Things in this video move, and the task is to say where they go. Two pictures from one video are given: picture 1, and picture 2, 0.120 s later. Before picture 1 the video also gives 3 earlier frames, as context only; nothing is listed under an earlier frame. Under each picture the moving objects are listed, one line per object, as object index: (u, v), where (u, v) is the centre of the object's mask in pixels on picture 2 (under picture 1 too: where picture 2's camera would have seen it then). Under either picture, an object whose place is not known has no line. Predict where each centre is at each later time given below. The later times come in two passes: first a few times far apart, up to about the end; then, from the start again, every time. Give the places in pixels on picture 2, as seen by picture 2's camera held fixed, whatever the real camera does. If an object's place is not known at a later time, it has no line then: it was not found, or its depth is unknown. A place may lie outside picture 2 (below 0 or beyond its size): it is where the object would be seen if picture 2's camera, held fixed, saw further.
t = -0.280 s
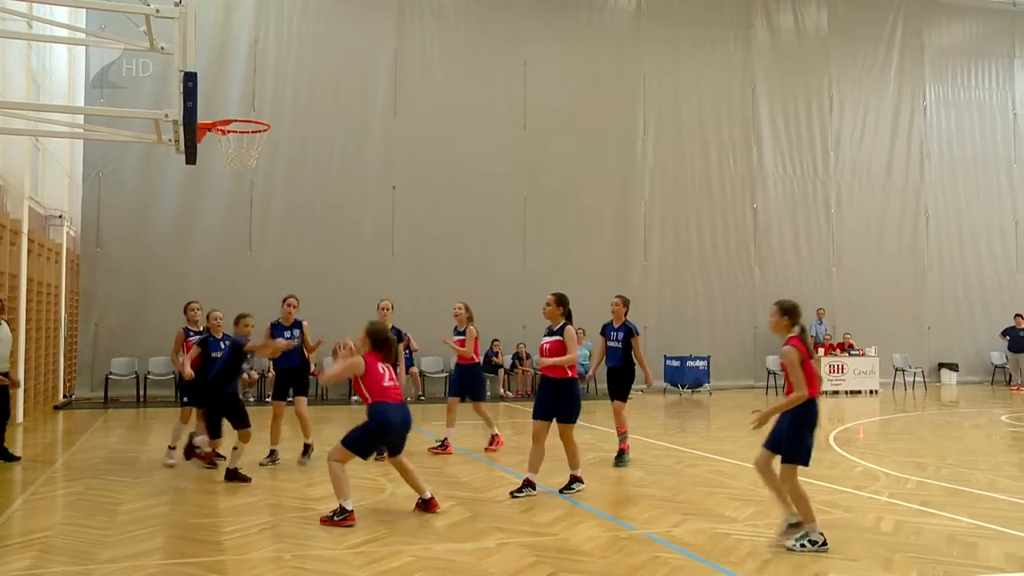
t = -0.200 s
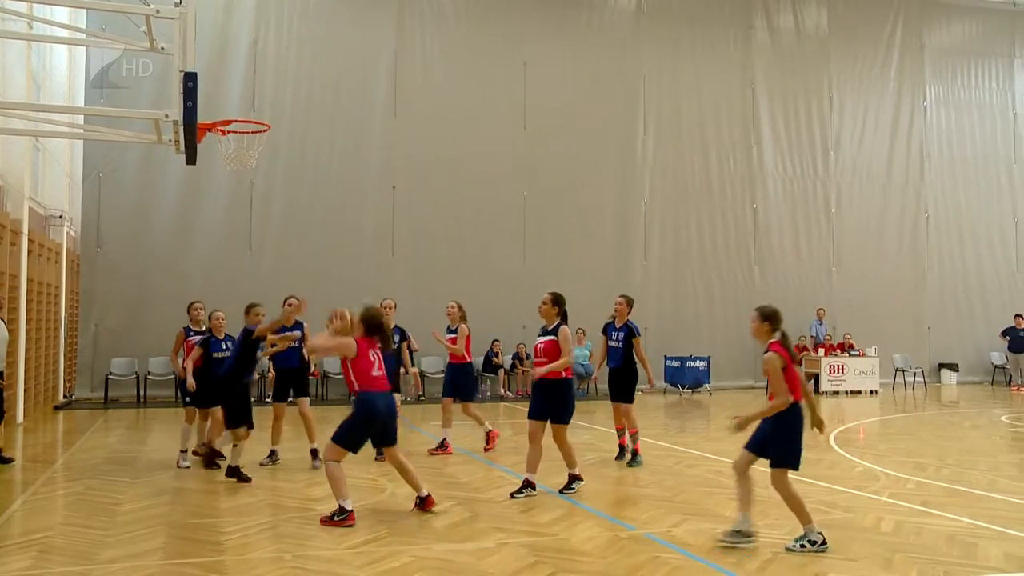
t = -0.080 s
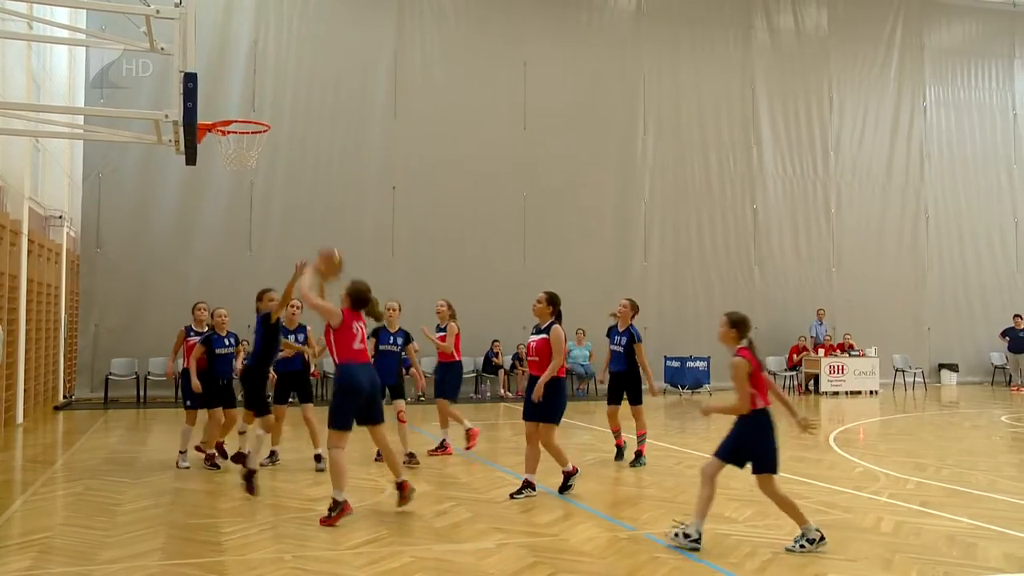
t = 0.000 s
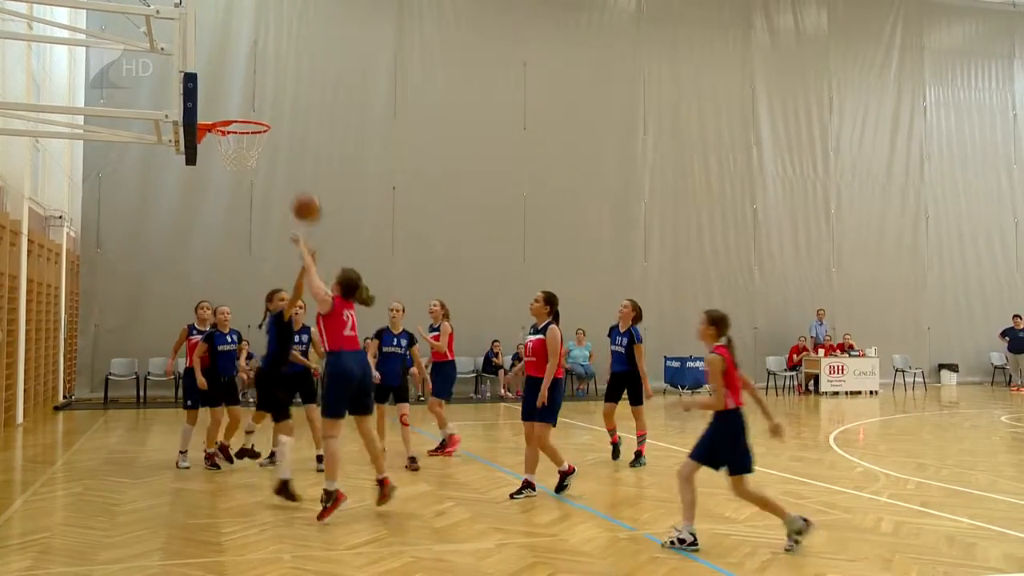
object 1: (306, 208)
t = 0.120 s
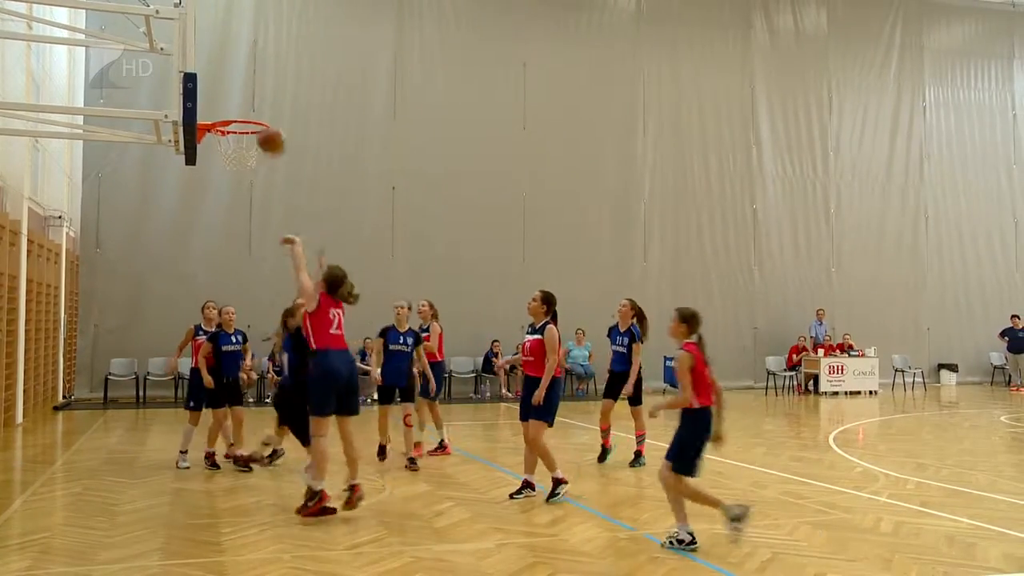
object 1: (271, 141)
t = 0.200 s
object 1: (248, 108)
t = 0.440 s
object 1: (218, 64)
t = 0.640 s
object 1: (247, 96)
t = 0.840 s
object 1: (252, 105)
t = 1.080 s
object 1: (241, 116)
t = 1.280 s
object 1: (223, 139)
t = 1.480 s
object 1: (221, 167)
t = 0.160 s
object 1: (259, 124)
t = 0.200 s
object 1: (248, 108)
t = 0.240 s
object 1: (238, 93)
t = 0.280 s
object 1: (227, 82)
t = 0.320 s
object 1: (217, 72)
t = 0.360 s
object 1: (207, 65)
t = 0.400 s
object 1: (212, 63)
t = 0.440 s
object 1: (218, 64)
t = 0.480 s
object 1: (224, 67)
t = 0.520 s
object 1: (230, 72)
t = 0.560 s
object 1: (235, 78)
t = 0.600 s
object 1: (241, 86)
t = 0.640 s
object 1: (247, 96)
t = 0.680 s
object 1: (252, 108)
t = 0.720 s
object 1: (252, 108)
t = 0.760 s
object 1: (252, 105)
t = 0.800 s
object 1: (252, 104)
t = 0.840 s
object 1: (252, 105)
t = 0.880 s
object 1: (251, 108)
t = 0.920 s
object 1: (250, 110)
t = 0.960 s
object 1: (250, 117)
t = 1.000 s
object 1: (248, 120)
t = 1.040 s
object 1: (244, 116)
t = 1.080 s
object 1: (241, 116)
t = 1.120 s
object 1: (237, 117)
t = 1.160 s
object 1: (234, 120)
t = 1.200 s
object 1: (231, 123)
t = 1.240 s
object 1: (226, 130)
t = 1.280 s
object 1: (223, 139)
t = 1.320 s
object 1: (220, 146)
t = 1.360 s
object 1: (219, 151)
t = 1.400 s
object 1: (219, 156)
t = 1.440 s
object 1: (220, 161)
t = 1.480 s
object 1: (221, 167)
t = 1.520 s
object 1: (223, 176)
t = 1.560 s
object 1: (224, 188)
